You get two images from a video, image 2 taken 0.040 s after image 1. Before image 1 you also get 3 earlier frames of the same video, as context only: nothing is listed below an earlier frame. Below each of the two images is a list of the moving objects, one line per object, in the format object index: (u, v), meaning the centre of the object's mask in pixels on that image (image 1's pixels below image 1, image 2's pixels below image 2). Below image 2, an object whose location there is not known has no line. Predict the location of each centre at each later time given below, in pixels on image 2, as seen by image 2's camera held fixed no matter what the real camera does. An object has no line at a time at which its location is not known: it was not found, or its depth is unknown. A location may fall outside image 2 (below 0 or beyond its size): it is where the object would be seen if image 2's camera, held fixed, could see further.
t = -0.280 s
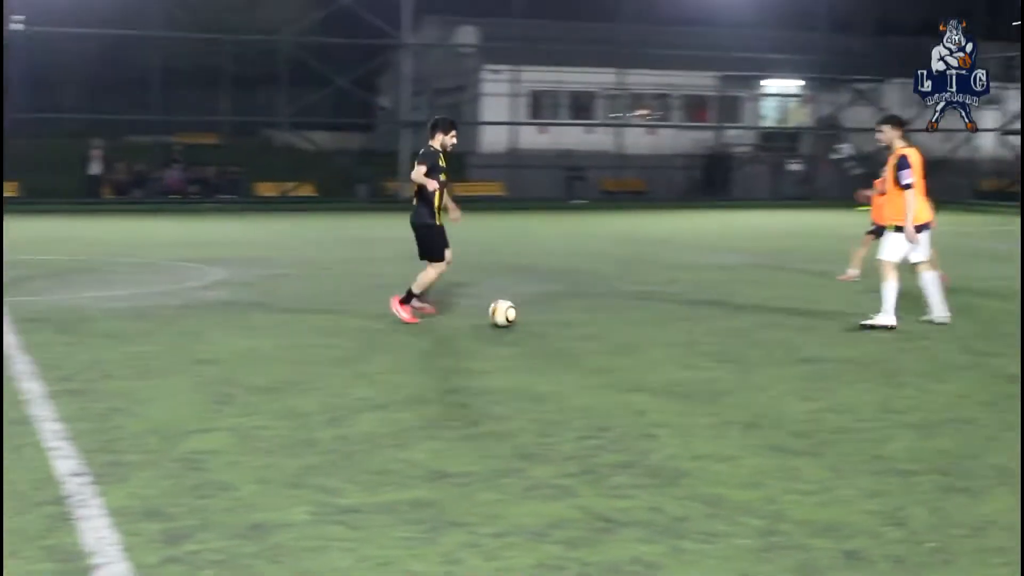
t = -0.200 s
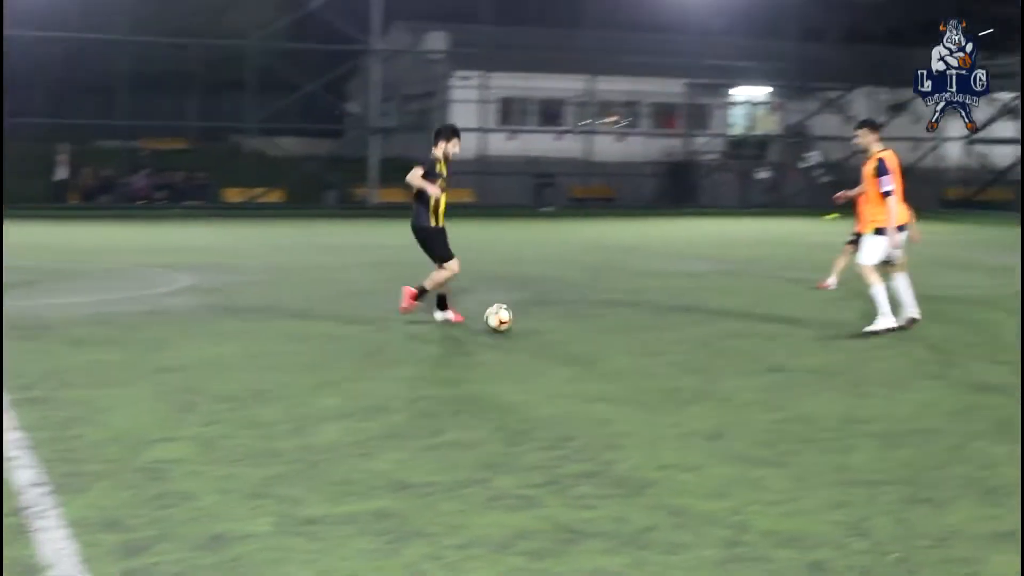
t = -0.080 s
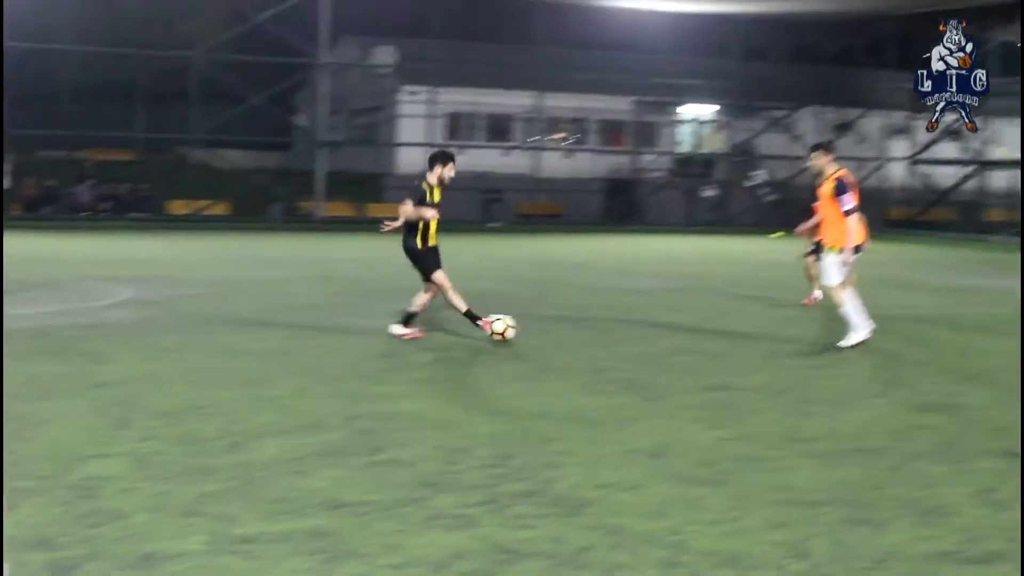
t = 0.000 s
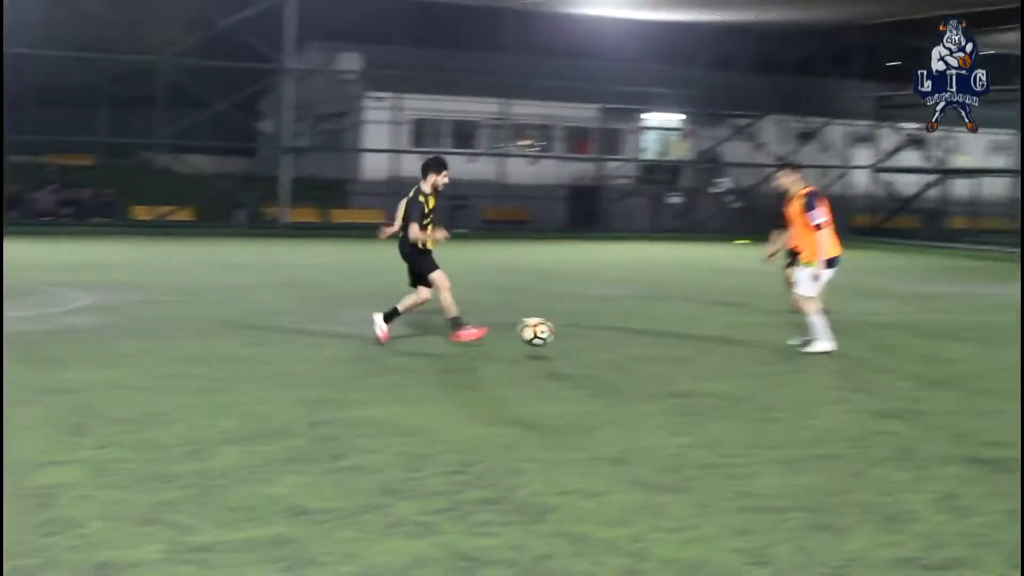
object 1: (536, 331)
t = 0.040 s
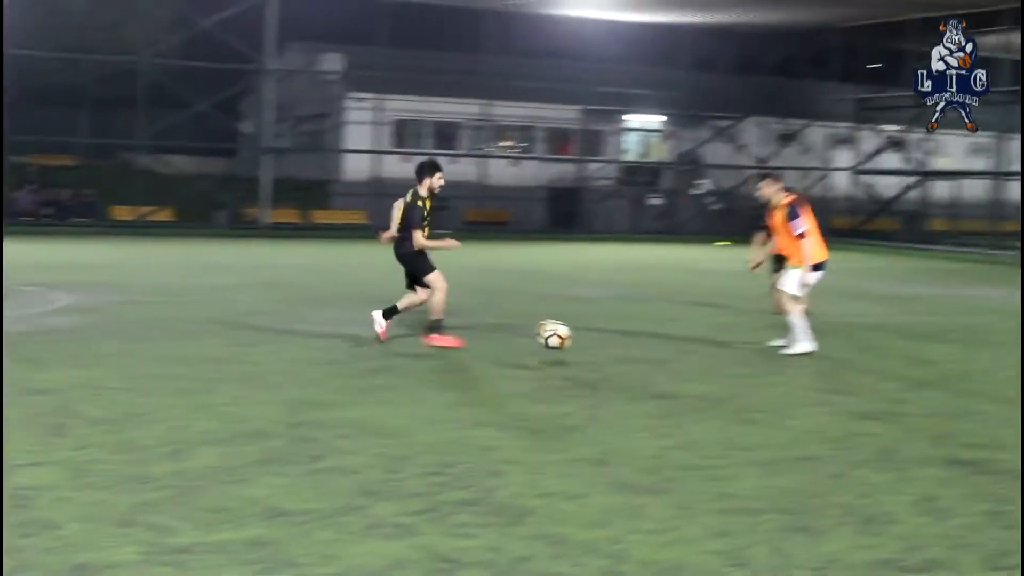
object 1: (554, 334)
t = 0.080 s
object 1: (590, 338)
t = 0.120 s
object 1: (628, 345)
